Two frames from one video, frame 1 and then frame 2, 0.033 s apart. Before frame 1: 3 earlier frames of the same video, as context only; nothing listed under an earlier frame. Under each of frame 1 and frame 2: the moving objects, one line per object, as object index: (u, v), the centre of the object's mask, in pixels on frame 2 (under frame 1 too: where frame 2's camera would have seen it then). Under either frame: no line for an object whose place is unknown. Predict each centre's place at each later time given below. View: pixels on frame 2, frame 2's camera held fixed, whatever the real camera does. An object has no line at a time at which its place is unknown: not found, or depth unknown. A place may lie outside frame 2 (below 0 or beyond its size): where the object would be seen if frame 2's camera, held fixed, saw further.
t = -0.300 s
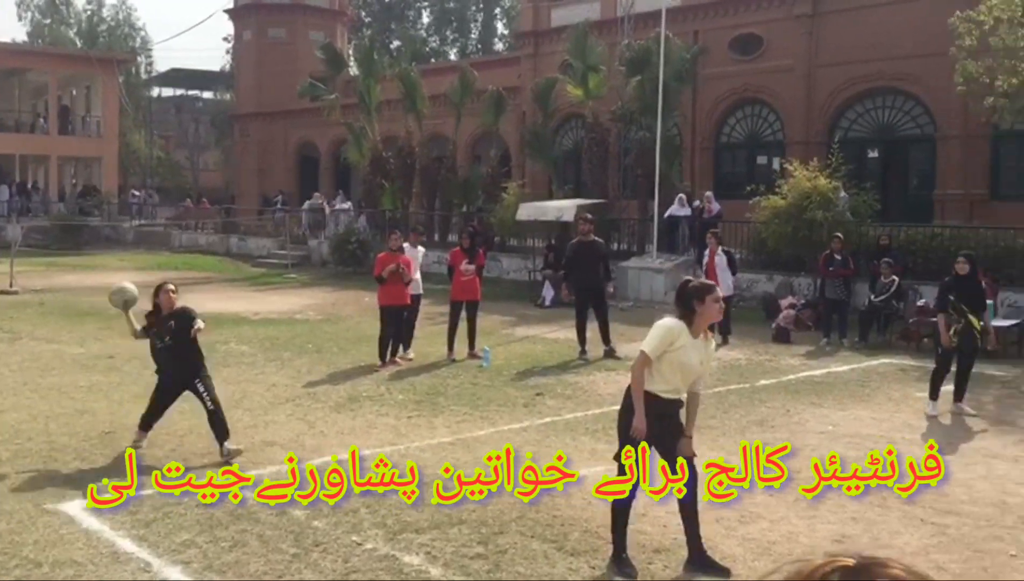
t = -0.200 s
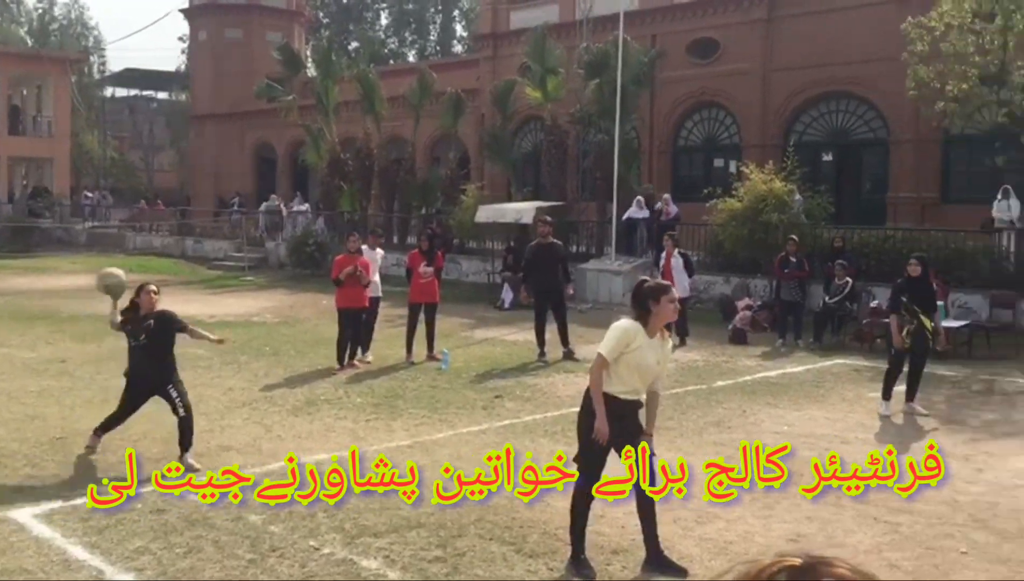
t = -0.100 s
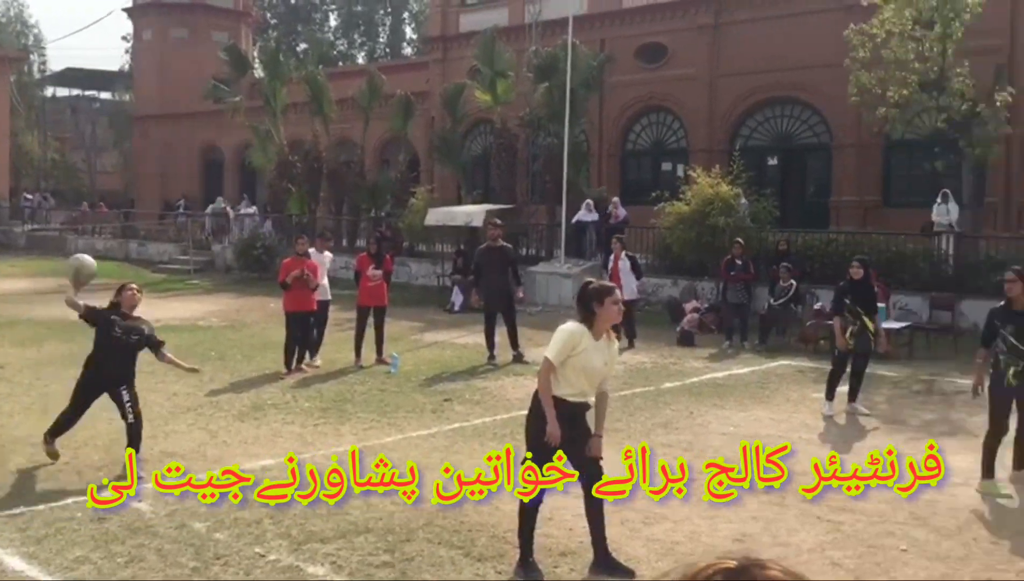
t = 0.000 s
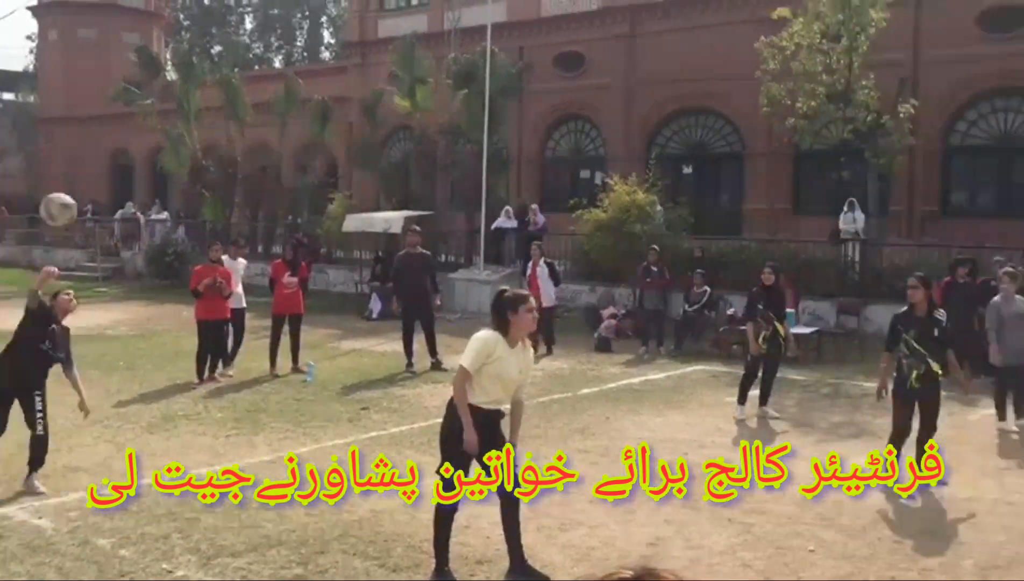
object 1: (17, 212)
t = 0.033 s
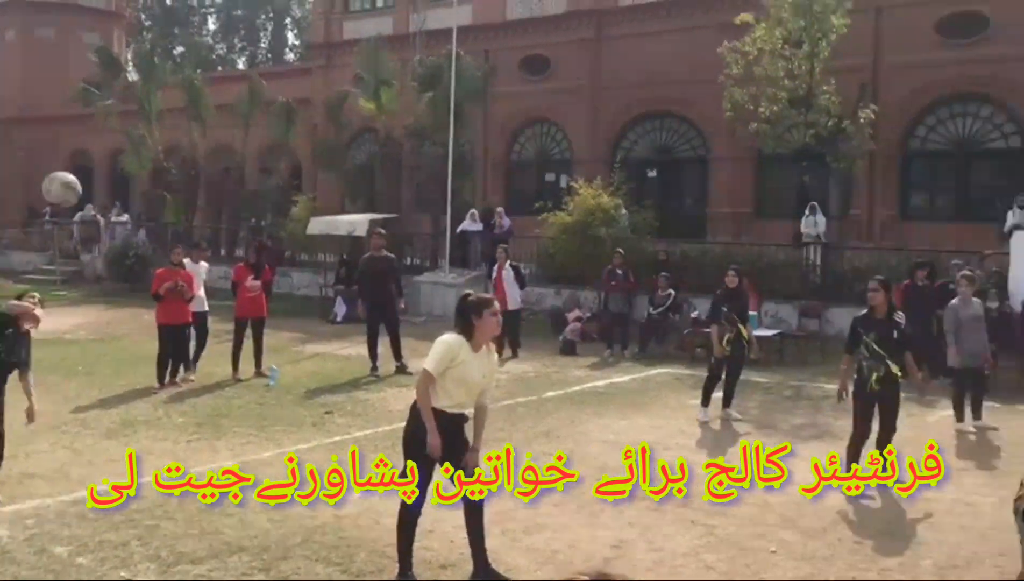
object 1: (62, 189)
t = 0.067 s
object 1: (110, 168)
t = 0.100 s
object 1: (163, 147)
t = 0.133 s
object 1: (219, 124)
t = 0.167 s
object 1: (275, 104)
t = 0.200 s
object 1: (334, 84)
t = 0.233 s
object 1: (399, 64)
